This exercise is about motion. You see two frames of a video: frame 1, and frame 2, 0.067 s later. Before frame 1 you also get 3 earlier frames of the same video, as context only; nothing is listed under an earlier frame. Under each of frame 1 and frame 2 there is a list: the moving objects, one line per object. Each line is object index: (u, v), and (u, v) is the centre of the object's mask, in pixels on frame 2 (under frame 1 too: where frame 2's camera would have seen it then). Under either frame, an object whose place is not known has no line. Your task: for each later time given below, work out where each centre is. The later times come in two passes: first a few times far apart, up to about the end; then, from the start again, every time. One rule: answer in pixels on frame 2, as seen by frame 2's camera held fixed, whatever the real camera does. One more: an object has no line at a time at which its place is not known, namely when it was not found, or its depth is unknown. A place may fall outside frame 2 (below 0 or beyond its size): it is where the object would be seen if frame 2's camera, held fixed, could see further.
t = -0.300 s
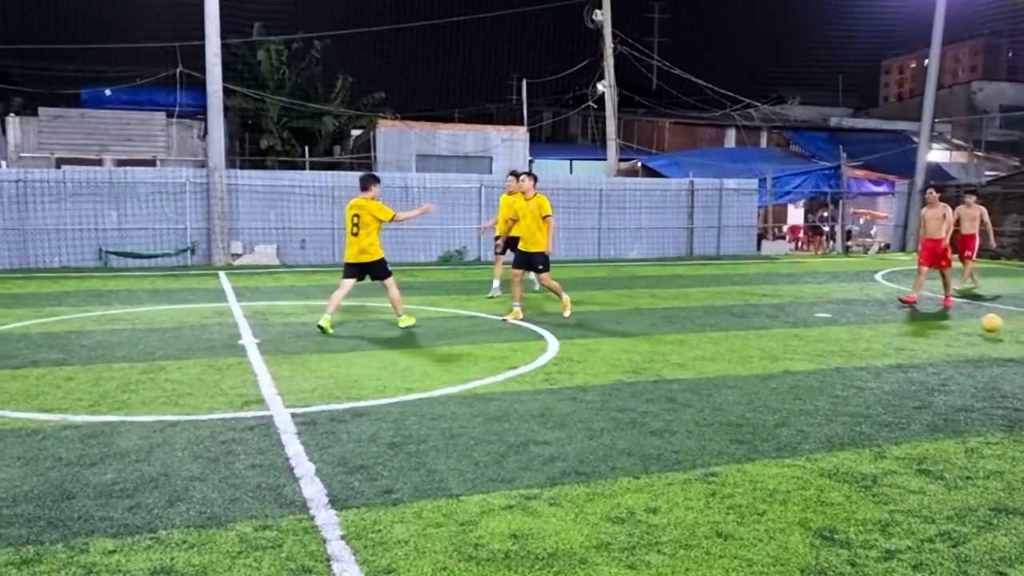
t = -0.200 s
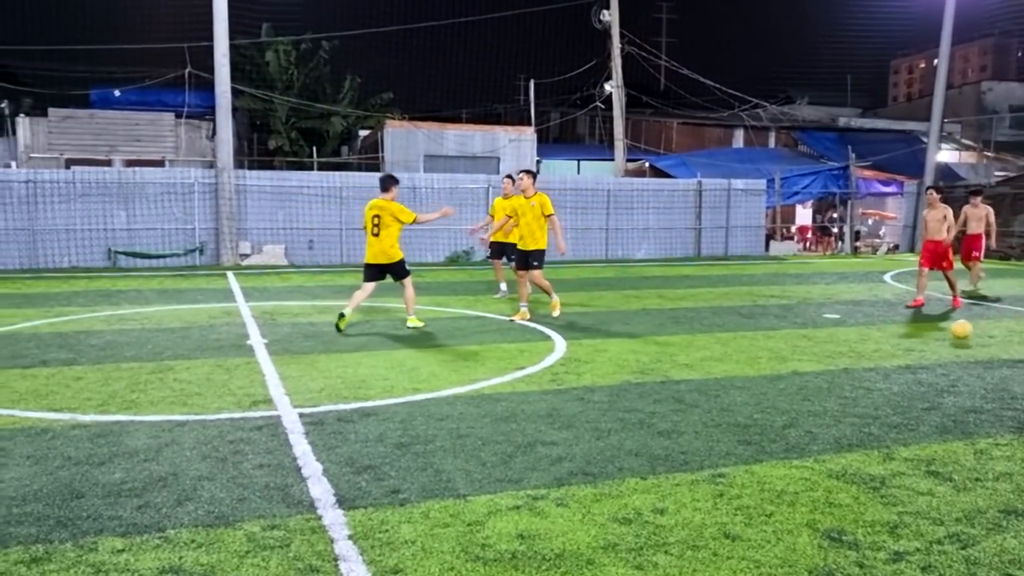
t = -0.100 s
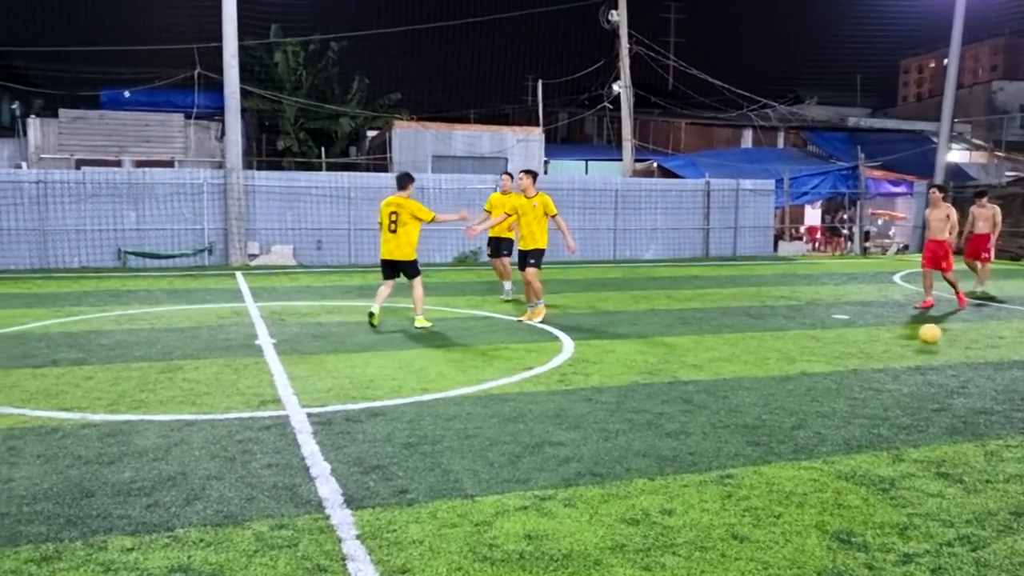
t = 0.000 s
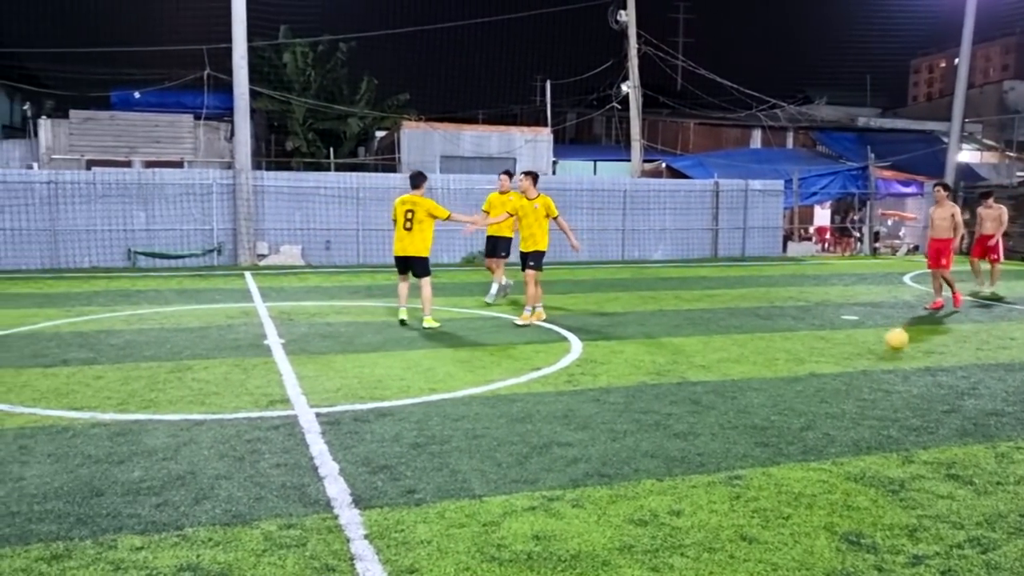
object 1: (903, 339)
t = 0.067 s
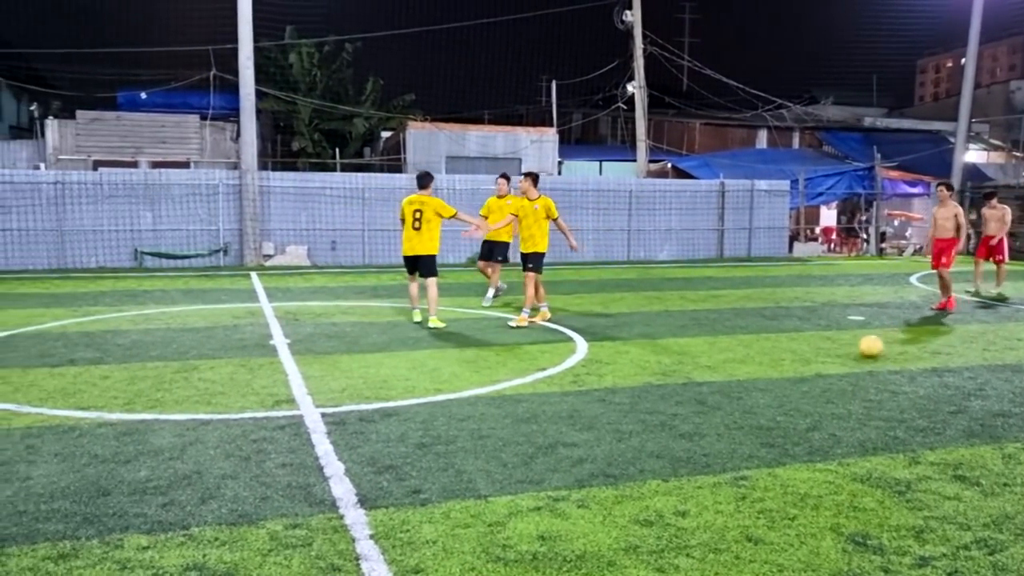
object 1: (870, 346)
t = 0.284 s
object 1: (762, 355)
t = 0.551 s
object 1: (608, 372)
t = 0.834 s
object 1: (414, 387)
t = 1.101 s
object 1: (193, 414)
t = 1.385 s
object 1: (-93, 442)
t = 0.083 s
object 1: (863, 346)
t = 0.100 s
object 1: (855, 345)
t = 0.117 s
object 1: (847, 345)
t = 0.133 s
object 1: (839, 345)
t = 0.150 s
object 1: (831, 345)
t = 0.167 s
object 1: (823, 346)
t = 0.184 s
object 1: (814, 348)
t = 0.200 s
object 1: (806, 350)
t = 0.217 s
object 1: (797, 352)
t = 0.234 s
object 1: (788, 354)
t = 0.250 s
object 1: (779, 356)
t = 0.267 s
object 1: (771, 356)
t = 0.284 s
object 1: (762, 355)
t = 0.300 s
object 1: (754, 356)
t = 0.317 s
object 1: (743, 357)
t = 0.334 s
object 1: (735, 358)
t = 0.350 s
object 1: (726, 359)
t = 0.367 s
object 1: (716, 362)
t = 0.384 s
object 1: (707, 362)
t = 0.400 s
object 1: (698, 362)
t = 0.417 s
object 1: (688, 362)
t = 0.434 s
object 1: (678, 363)
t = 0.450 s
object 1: (669, 363)
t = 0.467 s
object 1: (658, 365)
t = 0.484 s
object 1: (649, 366)
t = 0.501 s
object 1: (640, 368)
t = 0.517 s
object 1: (628, 370)
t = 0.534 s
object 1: (619, 370)
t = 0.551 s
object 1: (608, 372)
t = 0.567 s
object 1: (597, 373)
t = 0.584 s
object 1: (587, 374)
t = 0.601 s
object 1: (578, 375)
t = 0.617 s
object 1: (566, 376)
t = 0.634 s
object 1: (555, 378)
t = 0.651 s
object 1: (544, 379)
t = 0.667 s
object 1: (532, 379)
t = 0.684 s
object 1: (522, 380)
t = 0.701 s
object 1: (511, 380)
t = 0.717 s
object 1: (498, 381)
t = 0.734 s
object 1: (487, 381)
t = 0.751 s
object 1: (476, 383)
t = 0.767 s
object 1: (463, 385)
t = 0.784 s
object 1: (451, 387)
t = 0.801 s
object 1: (439, 388)
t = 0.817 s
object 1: (427, 387)
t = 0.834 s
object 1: (414, 387)
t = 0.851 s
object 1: (403, 388)
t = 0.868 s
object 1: (388, 390)
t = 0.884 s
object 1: (375, 392)
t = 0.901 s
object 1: (363, 395)
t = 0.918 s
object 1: (350, 397)
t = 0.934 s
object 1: (336, 398)
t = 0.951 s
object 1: (324, 398)
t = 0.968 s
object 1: (309, 400)
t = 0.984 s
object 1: (293, 402)
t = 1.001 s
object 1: (280, 404)
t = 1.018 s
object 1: (266, 405)
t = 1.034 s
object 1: (251, 407)
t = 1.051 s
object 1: (237, 408)
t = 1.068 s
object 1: (222, 409)
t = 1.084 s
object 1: (206, 411)
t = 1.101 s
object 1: (193, 414)
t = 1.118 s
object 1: (178, 414)
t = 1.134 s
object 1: (161, 414)
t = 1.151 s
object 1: (146, 414)
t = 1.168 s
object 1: (130, 414)
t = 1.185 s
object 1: (114, 415)
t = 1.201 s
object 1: (98, 416)
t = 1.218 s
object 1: (81, 418)
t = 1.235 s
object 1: (64, 422)
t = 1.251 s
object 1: (48, 425)
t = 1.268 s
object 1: (31, 429)
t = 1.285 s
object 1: (13, 432)
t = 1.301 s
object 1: (-4, 432)
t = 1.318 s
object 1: (-23, 434)
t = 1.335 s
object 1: (-41, 436)
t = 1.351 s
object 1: (-58, 438)
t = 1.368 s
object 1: (-76, 441)
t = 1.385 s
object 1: (-93, 442)
